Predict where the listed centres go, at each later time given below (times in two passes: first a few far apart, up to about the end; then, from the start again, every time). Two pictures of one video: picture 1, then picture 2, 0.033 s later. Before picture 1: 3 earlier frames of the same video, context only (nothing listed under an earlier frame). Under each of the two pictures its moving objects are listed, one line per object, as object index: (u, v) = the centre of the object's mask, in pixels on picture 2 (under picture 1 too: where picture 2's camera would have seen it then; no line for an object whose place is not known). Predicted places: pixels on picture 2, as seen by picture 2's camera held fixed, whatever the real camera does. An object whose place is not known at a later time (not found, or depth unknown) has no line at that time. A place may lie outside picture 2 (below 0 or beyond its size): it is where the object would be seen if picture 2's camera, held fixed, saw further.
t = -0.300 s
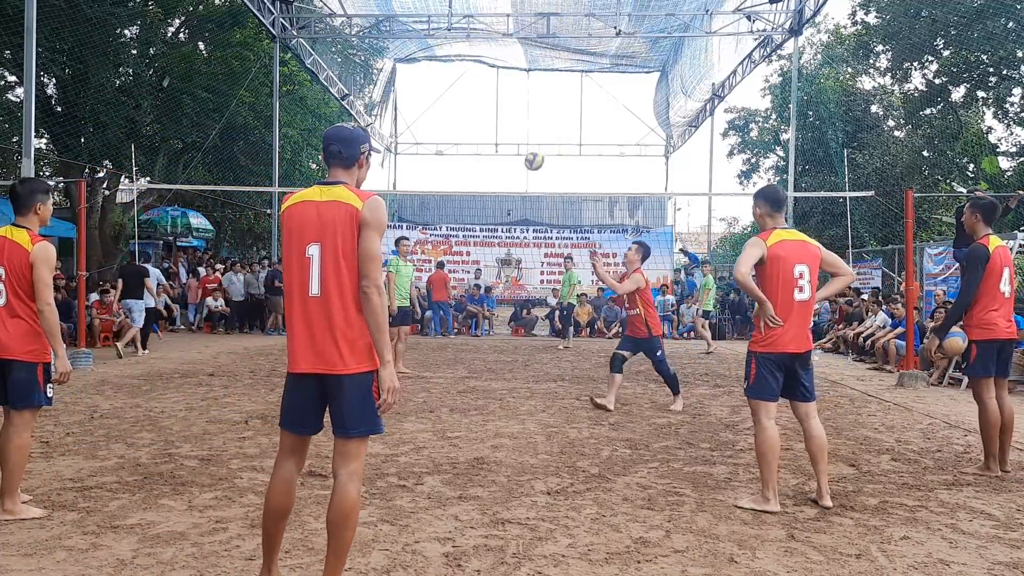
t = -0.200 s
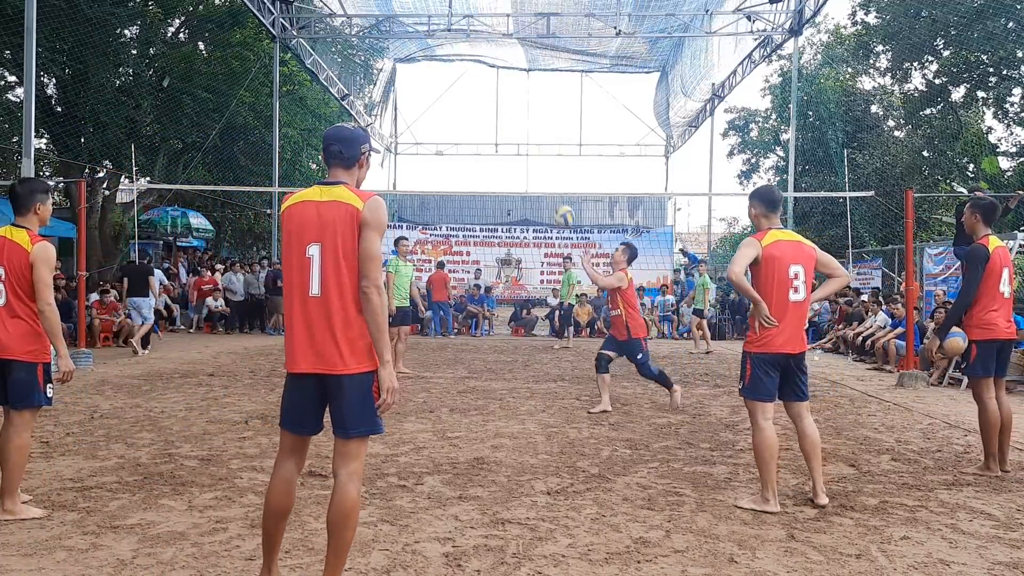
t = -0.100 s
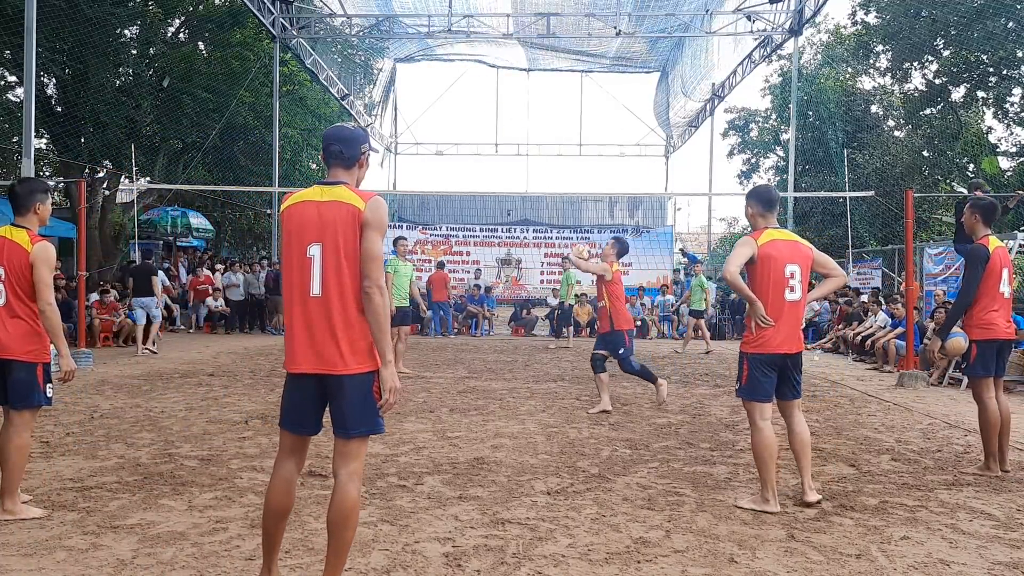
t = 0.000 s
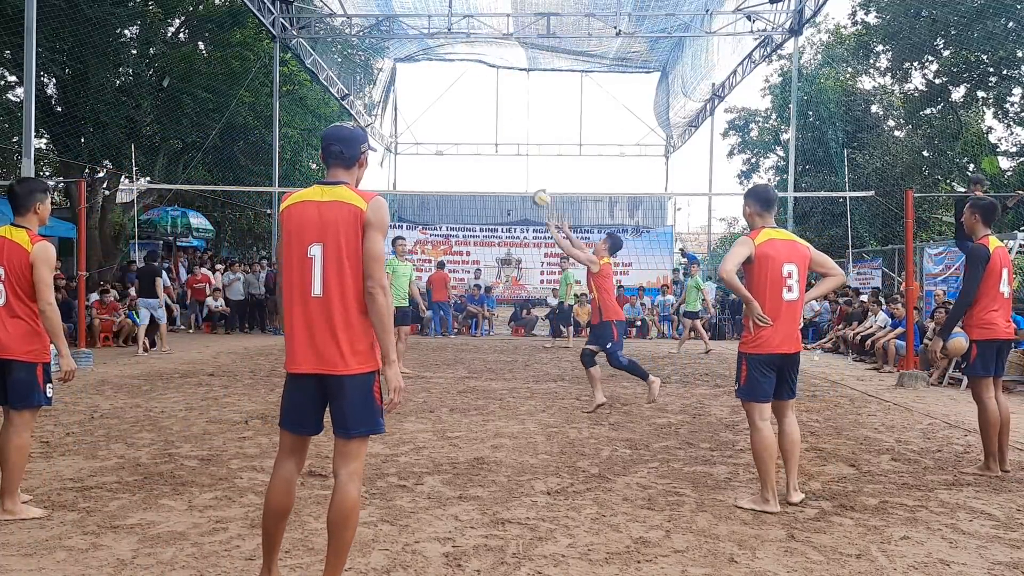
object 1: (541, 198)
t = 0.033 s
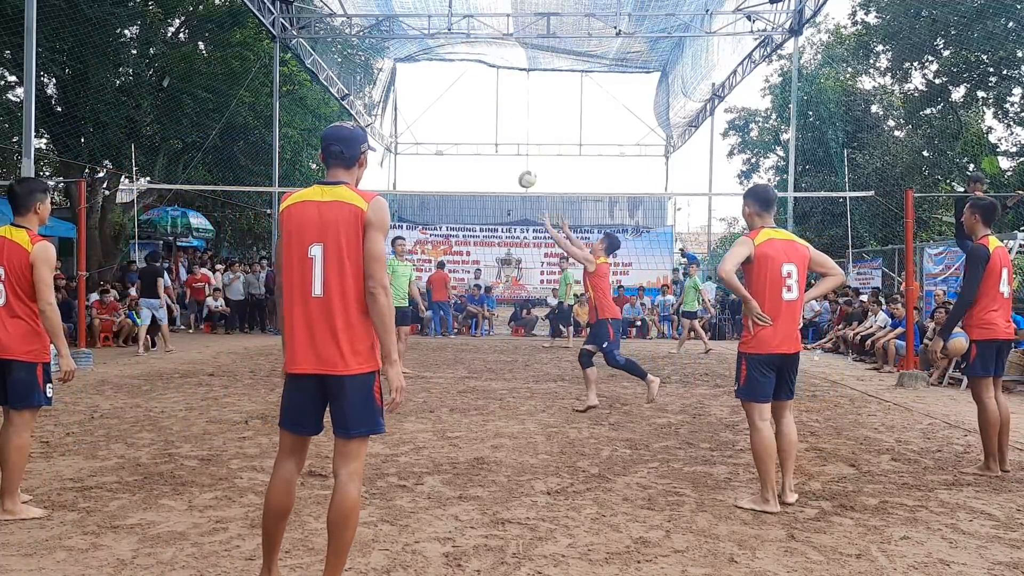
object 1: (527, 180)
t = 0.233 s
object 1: (445, 95)
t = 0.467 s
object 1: (358, 49)
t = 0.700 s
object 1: (280, 50)
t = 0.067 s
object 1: (513, 162)
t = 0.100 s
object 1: (499, 147)
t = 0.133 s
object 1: (485, 132)
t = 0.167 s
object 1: (471, 118)
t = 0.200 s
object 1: (458, 106)
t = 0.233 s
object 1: (445, 95)
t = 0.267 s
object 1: (432, 85)
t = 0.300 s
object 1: (419, 76)
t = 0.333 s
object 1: (406, 69)
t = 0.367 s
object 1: (394, 61)
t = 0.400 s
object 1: (382, 56)
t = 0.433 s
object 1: (371, 51)
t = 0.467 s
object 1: (358, 49)
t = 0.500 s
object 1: (346, 45)
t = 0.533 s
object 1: (335, 44)
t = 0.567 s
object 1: (324, 43)
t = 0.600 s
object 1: (312, 43)
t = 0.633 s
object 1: (300, 45)
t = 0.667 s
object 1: (290, 47)
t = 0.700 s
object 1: (280, 50)
